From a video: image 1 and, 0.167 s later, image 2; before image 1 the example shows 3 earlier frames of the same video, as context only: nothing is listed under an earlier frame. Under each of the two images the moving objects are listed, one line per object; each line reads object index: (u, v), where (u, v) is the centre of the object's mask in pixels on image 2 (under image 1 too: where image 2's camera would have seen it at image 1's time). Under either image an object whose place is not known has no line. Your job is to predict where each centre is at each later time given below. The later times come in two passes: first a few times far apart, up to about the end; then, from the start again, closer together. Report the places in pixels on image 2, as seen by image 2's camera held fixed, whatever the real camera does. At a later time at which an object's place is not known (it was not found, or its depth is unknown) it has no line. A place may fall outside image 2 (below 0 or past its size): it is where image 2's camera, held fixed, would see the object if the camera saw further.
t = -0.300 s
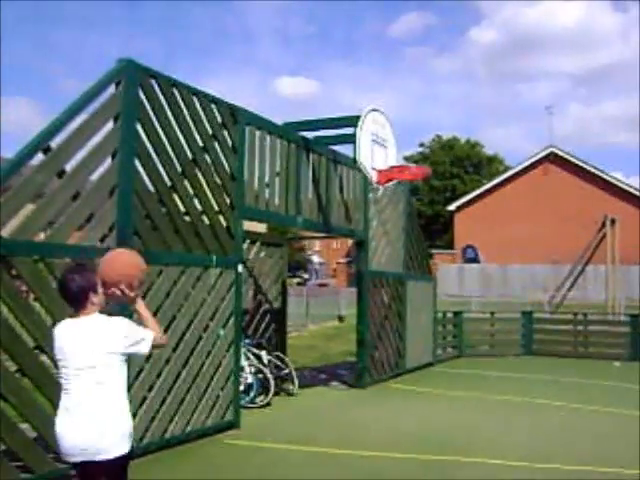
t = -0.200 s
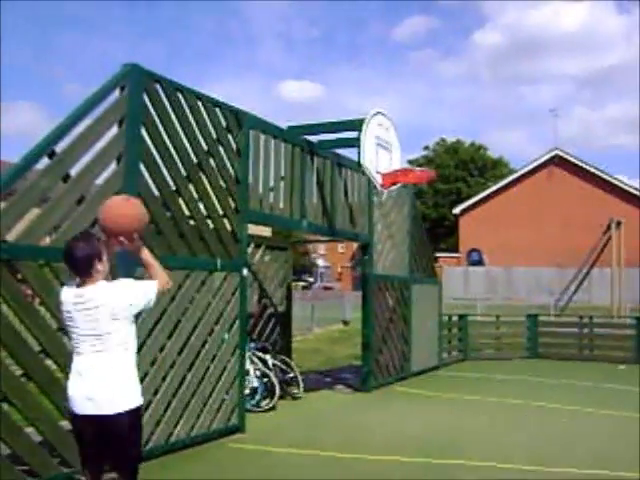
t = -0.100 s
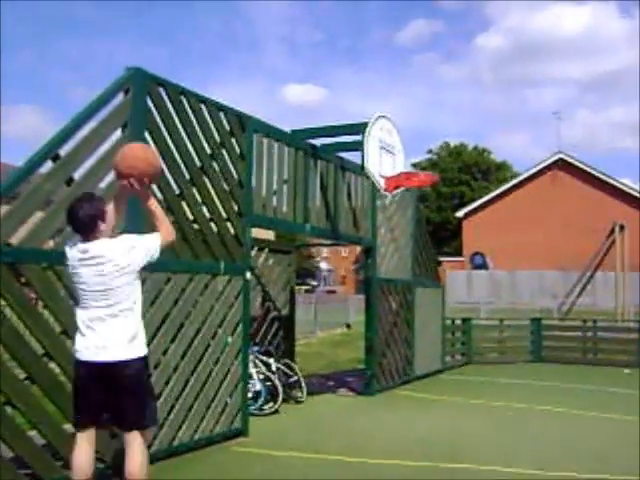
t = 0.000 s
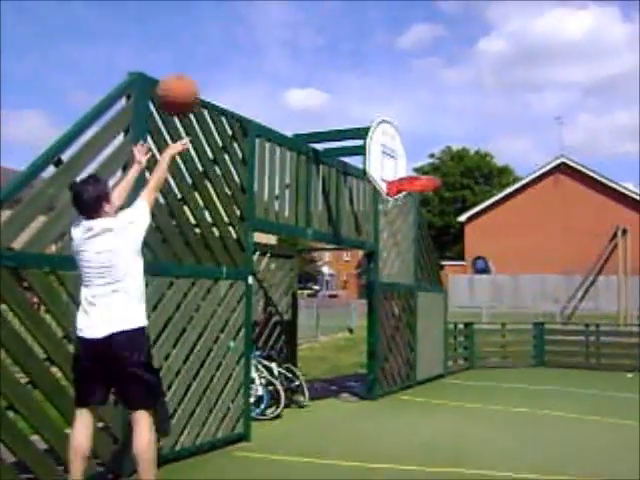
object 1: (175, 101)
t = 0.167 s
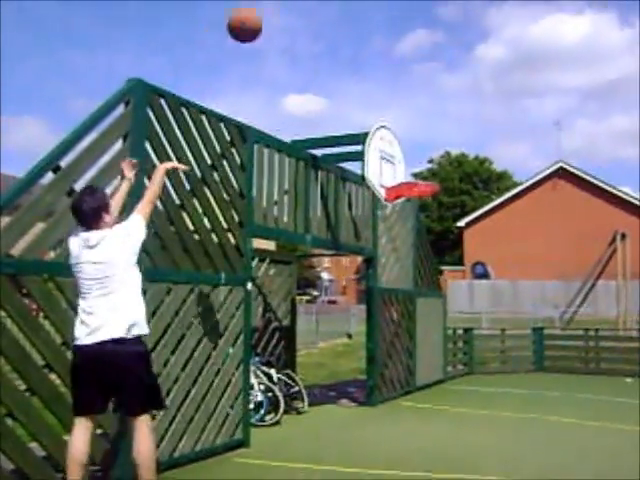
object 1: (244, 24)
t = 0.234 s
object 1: (266, 11)
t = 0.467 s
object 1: (324, 12)
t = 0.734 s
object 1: (371, 71)
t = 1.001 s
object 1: (408, 174)
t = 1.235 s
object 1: (451, 267)
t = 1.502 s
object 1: (499, 419)
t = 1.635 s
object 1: (518, 357)
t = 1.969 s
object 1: (566, 258)
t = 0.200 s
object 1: (256, 16)
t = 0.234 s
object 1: (266, 11)
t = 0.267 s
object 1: (275, 9)
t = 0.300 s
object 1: (285, 7)
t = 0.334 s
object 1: (294, 7)
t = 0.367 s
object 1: (302, 7)
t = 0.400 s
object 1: (310, 9)
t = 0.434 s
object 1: (317, 10)
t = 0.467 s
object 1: (324, 12)
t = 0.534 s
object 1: (337, 20)
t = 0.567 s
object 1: (344, 27)
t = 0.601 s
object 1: (350, 33)
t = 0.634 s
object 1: (355, 41)
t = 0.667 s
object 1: (361, 50)
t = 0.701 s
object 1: (366, 59)
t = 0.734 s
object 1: (371, 71)
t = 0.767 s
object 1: (376, 81)
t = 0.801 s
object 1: (381, 93)
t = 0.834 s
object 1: (386, 105)
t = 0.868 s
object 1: (390, 118)
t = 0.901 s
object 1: (395, 131)
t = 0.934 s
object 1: (399, 146)
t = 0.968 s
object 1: (403, 160)
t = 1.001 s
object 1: (408, 174)
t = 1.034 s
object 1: (417, 195)
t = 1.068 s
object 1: (418, 200)
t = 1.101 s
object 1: (425, 211)
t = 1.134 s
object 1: (432, 223)
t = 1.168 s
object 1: (438, 237)
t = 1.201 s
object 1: (445, 251)
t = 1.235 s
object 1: (451, 267)
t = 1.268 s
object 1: (456, 283)
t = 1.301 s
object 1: (462, 302)
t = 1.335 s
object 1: (470, 319)
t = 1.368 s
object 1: (477, 337)
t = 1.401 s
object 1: (483, 356)
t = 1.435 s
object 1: (488, 376)
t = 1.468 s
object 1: (493, 398)
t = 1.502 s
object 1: (499, 419)
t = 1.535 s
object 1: (504, 404)
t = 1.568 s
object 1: (508, 388)
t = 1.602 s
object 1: (513, 371)
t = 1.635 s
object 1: (518, 357)
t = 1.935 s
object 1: (560, 265)
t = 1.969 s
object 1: (566, 258)
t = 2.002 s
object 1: (572, 254)
